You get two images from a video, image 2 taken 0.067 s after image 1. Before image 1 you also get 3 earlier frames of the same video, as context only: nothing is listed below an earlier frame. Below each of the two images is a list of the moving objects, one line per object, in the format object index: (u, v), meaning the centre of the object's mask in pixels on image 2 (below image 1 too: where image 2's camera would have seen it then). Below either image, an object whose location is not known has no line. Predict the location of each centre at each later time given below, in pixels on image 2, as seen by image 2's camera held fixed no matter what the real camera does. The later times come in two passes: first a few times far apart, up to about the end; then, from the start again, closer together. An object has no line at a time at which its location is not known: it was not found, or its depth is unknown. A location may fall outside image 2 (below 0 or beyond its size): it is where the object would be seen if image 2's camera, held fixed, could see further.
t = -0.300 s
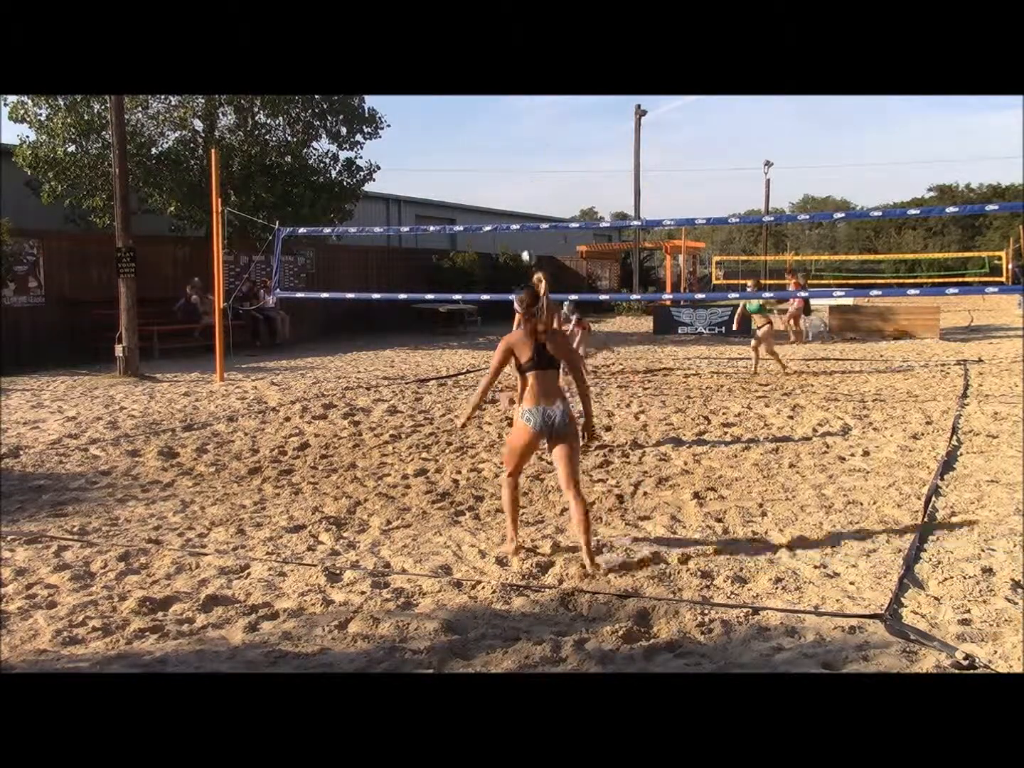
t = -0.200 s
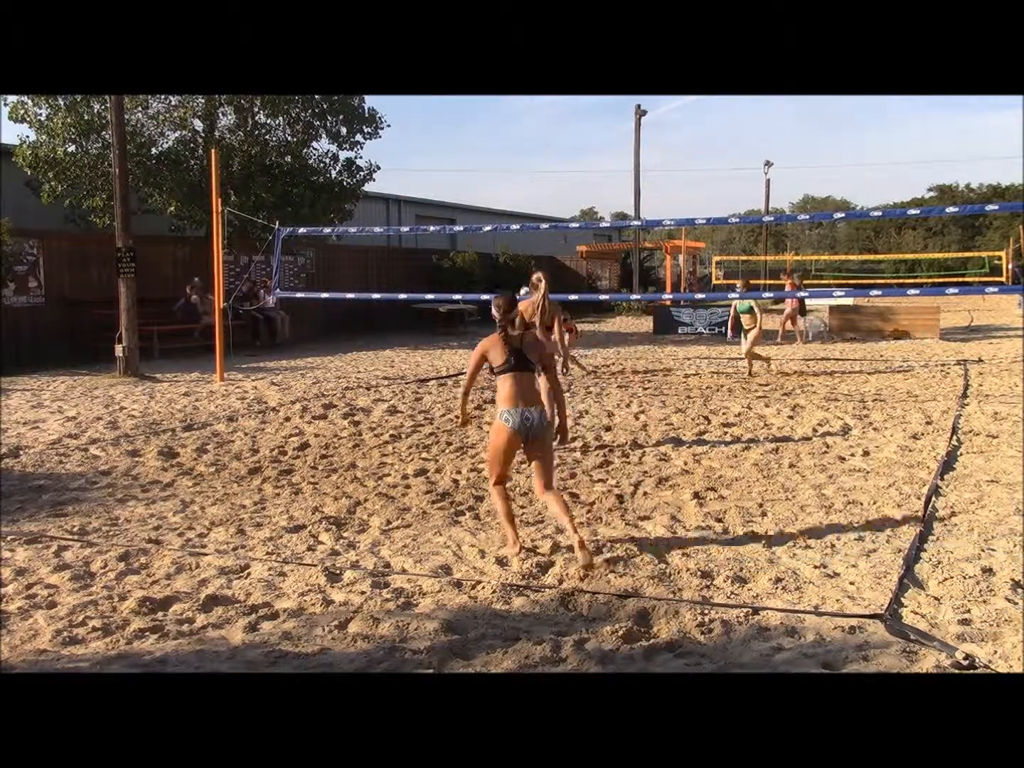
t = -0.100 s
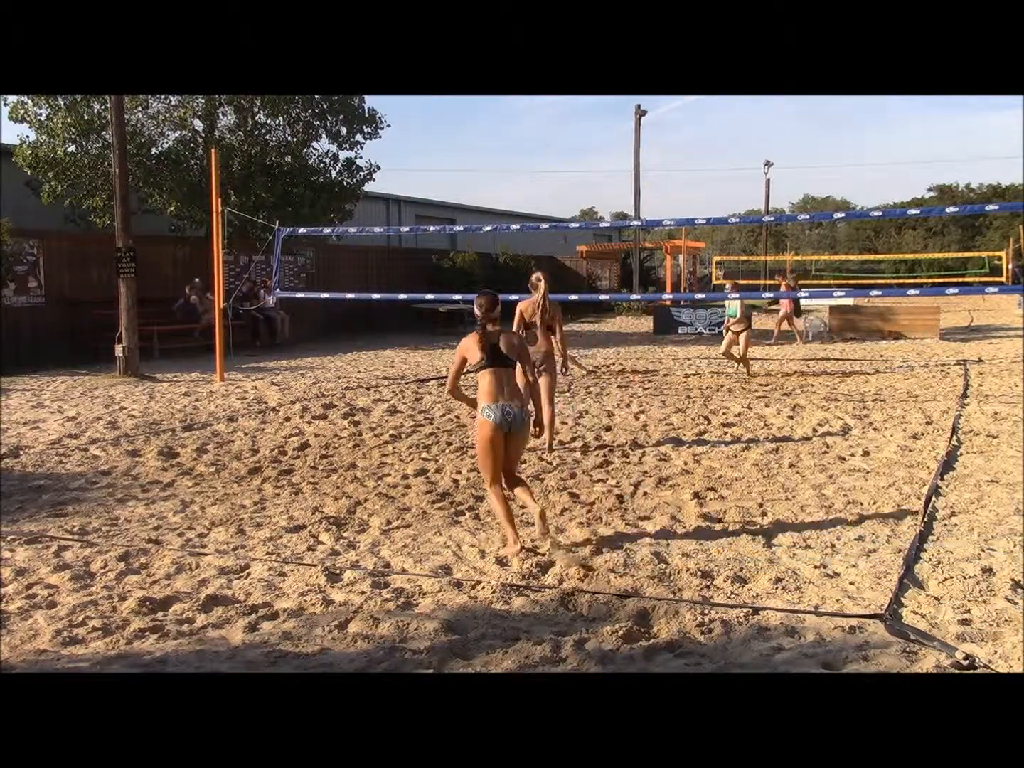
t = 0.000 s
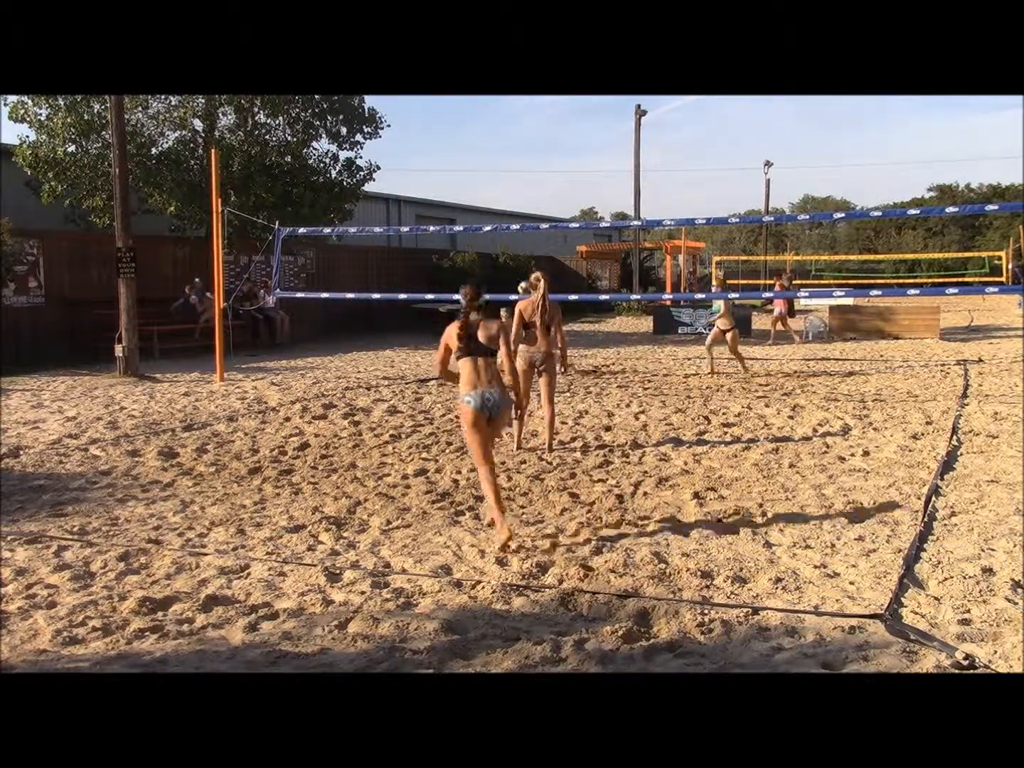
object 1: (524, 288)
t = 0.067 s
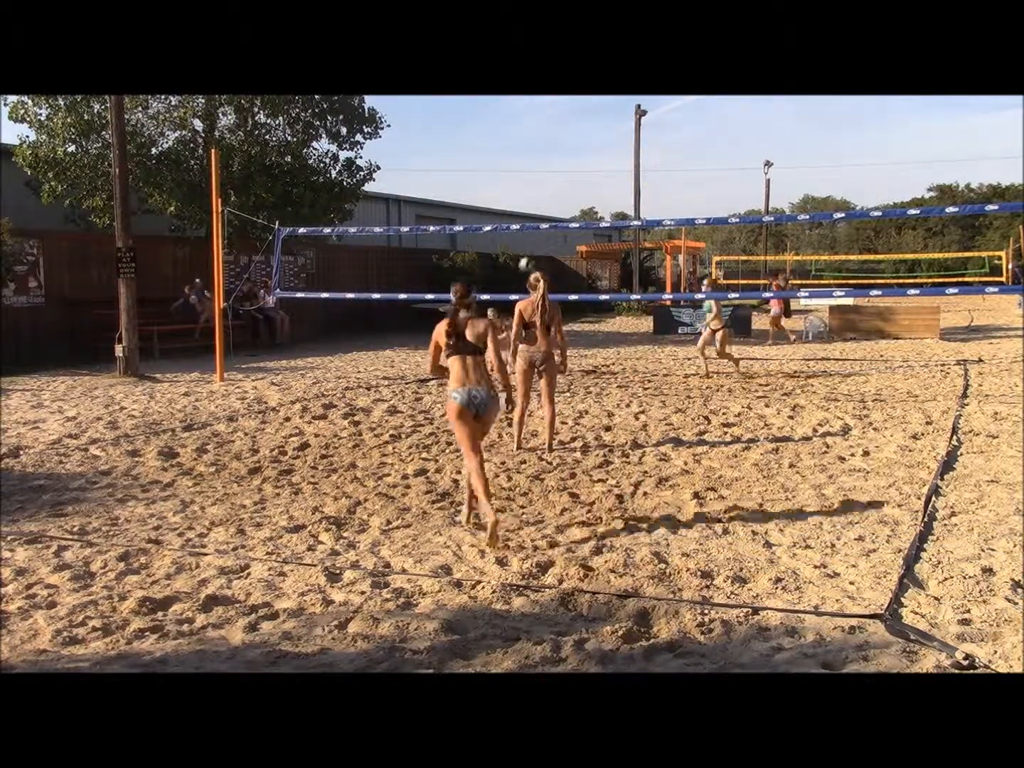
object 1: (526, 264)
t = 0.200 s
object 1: (525, 220)
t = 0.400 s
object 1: (532, 181)
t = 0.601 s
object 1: (538, 164)
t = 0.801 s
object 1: (544, 170)
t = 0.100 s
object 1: (522, 253)
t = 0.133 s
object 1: (528, 244)
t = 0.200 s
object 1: (525, 220)
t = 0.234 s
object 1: (528, 215)
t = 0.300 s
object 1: (530, 200)
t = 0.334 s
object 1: (531, 193)
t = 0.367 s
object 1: (532, 187)
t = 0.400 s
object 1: (532, 181)
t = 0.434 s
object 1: (533, 177)
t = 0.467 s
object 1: (534, 173)
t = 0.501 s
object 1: (534, 170)
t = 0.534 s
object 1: (537, 167)
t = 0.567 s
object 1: (537, 165)
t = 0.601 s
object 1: (538, 164)
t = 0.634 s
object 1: (539, 163)
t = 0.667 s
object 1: (540, 162)
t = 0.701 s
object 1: (542, 163)
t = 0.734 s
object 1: (543, 166)
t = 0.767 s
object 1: (543, 168)
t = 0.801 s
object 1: (544, 170)
